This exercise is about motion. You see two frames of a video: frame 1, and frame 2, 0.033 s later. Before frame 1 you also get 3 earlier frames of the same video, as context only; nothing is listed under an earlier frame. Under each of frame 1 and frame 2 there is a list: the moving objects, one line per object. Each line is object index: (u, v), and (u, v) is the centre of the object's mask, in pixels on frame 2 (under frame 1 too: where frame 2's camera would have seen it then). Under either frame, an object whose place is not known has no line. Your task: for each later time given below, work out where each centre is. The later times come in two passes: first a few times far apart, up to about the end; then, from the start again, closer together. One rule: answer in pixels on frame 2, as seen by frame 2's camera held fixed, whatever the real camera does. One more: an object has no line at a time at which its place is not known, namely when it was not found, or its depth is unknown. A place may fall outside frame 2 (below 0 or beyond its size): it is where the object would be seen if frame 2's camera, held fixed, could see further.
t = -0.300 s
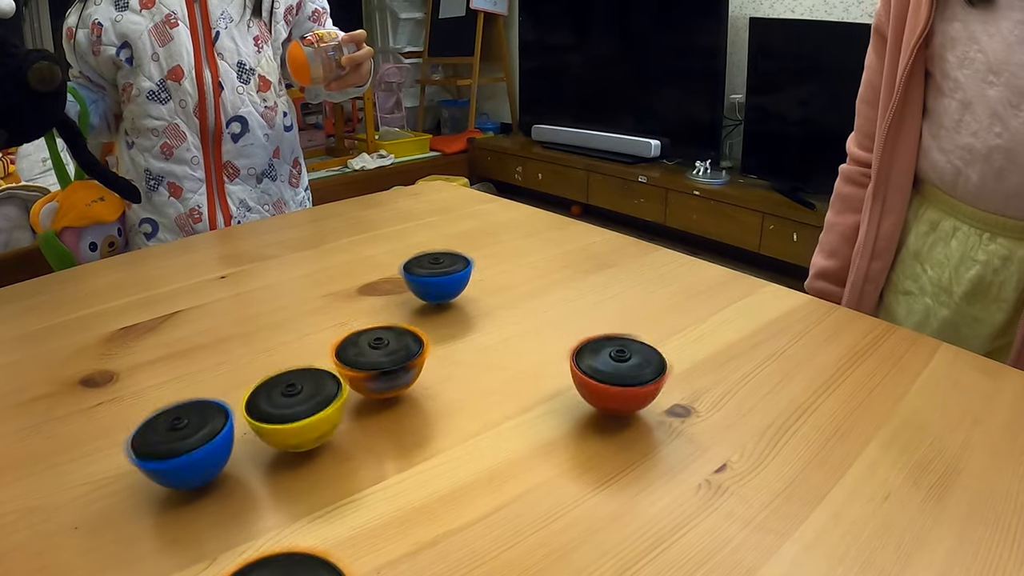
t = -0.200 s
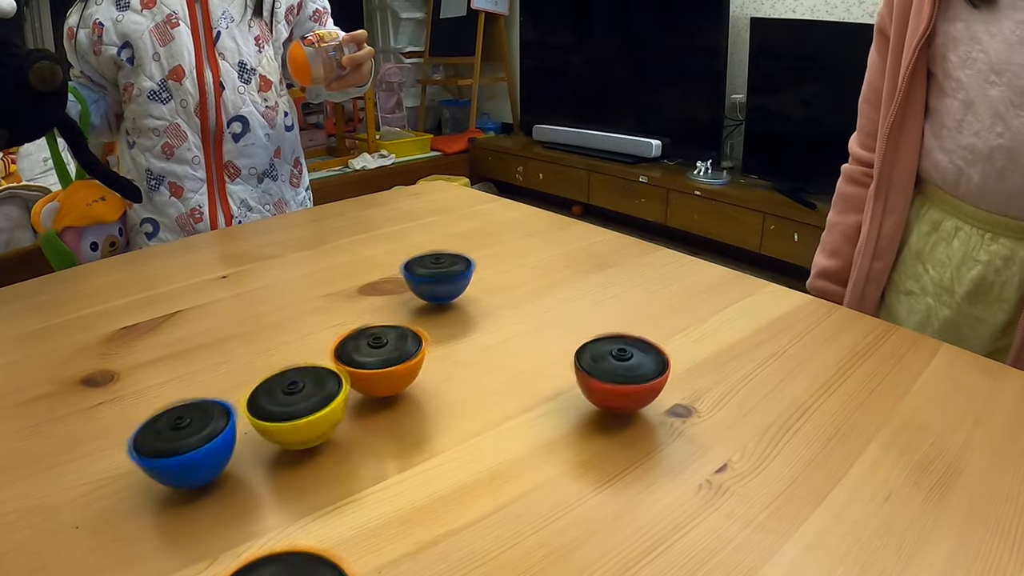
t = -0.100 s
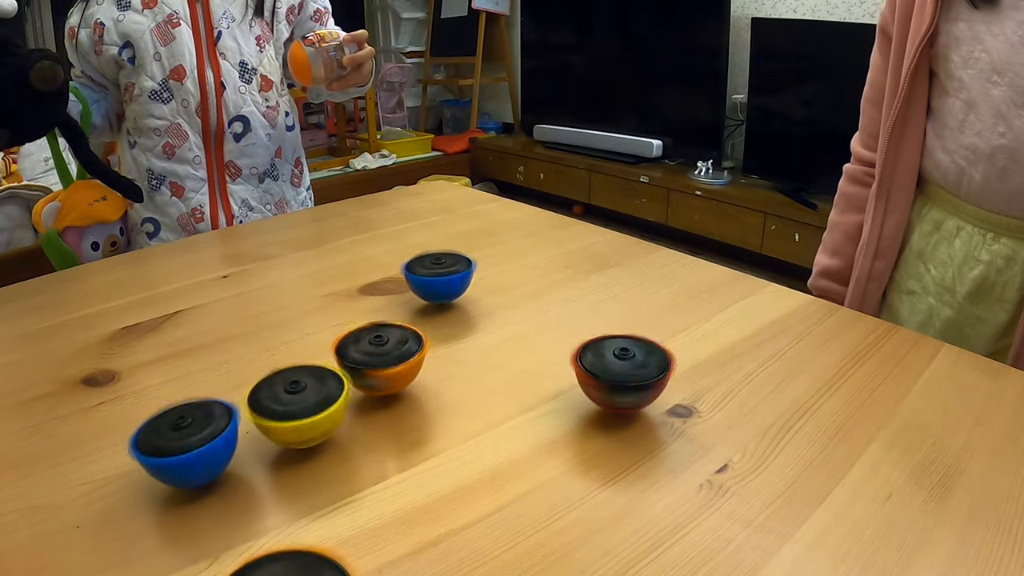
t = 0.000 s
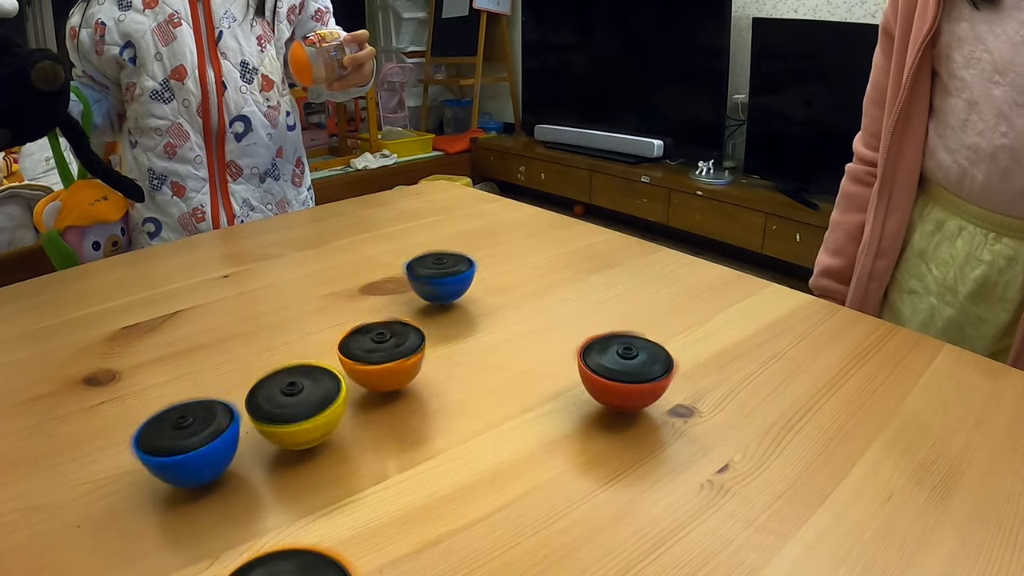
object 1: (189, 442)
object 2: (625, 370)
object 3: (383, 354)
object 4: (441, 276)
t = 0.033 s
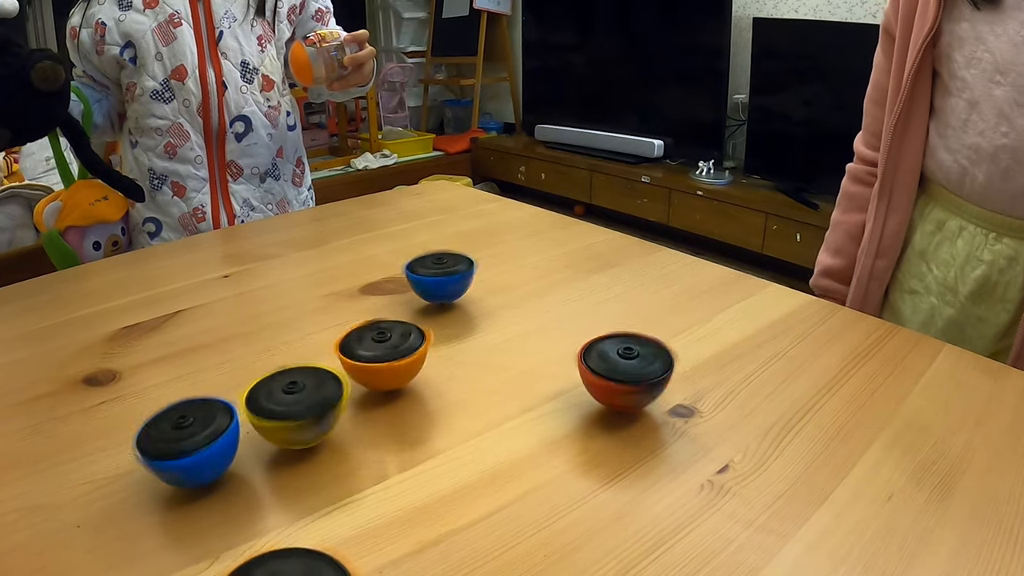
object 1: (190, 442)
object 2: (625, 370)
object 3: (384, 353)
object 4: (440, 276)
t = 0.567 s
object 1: (59, 523)
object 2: (636, 366)
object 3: (433, 308)
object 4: (443, 264)
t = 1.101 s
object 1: (53, 530)
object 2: (644, 365)
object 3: (473, 314)
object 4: (453, 231)
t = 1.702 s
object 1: (210, 420)
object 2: (656, 364)
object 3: (488, 319)
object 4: (465, 206)
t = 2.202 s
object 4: (468, 195)
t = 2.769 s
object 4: (466, 189)
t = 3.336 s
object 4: (462, 185)
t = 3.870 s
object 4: (456, 185)
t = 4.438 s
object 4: (447, 184)
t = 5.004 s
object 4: (439, 185)
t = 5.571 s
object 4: (430, 187)
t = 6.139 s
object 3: (543, 341)
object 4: (424, 191)
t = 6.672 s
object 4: (421, 193)
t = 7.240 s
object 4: (422, 196)
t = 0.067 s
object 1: (189, 442)
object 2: (626, 370)
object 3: (384, 352)
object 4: (441, 276)
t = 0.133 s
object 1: (172, 445)
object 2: (627, 369)
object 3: (385, 351)
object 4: (441, 276)
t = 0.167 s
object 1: (162, 449)
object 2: (627, 369)
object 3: (387, 350)
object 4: (440, 276)
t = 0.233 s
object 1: (146, 462)
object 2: (630, 368)
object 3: (391, 343)
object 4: (441, 277)
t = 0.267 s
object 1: (138, 470)
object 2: (630, 368)
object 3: (396, 338)
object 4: (441, 276)
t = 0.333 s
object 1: (121, 483)
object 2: (630, 368)
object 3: (406, 328)
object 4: (441, 275)
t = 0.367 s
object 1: (111, 488)
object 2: (631, 368)
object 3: (410, 323)
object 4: (443, 274)
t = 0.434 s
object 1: (93, 501)
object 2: (633, 367)
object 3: (418, 315)
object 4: (443, 271)
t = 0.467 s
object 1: (84, 506)
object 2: (633, 366)
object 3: (422, 311)
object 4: (443, 270)
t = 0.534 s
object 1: (67, 518)
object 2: (635, 366)
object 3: (429, 307)
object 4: (442, 265)
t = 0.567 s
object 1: (59, 523)
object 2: (636, 366)
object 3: (433, 308)
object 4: (443, 264)
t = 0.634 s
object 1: (45, 530)
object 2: (636, 365)
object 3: (439, 309)
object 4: (443, 261)
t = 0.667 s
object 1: (40, 534)
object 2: (637, 366)
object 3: (442, 309)
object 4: (444, 259)
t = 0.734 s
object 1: (31, 538)
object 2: (639, 365)
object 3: (448, 310)
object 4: (445, 254)
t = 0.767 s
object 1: (26, 540)
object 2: (638, 365)
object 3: (451, 311)
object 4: (446, 253)
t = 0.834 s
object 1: (17, 545)
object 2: (640, 365)
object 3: (457, 312)
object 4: (448, 247)
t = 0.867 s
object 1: (15, 548)
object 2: (641, 365)
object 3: (459, 313)
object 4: (448, 245)
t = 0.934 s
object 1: (15, 547)
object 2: (641, 364)
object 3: (464, 313)
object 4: (450, 240)
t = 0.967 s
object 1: (23, 544)
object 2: (642, 365)
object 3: (466, 314)
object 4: (451, 238)
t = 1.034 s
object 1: (36, 538)
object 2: (644, 364)
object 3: (470, 314)
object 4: (453, 235)
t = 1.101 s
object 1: (53, 530)
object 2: (644, 365)
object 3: (473, 314)
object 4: (453, 231)
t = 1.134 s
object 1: (66, 523)
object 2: (645, 365)
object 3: (474, 315)
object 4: (454, 229)
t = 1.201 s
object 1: (92, 508)
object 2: (646, 364)
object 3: (477, 315)
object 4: (456, 225)
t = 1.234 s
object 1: (104, 500)
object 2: (646, 364)
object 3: (478, 316)
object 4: (455, 223)
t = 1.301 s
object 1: (126, 487)
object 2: (649, 364)
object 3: (481, 316)
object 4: (457, 220)
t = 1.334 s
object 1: (139, 480)
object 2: (650, 364)
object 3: (481, 316)
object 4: (458, 218)
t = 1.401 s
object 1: (160, 468)
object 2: (649, 364)
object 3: (482, 317)
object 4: (459, 216)
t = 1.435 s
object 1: (168, 462)
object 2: (650, 365)
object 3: (484, 317)
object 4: (461, 214)
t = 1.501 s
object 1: (181, 450)
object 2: (653, 364)
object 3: (484, 317)
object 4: (461, 212)
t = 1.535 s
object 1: (187, 444)
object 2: (652, 364)
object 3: (485, 317)
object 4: (462, 211)
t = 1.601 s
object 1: (199, 435)
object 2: (655, 364)
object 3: (486, 318)
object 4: (463, 209)
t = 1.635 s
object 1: (203, 429)
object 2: (656, 364)
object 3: (486, 318)
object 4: (463, 208)
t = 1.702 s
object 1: (210, 420)
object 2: (656, 364)
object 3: (488, 319)
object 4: (465, 206)
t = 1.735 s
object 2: (657, 365)
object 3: (488, 319)
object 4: (465, 205)
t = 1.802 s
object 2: (660, 364)
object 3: (489, 319)
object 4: (466, 203)
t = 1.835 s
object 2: (659, 364)
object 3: (489, 319)
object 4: (467, 202)
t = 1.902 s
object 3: (490, 320)
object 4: (467, 200)
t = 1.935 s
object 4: (467, 200)
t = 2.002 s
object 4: (468, 198)
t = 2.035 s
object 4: (468, 198)
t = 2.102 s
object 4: (467, 197)
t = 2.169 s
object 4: (467, 196)
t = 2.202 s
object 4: (468, 195)
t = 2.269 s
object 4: (467, 194)
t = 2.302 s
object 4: (467, 194)
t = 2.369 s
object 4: (467, 193)
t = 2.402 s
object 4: (467, 192)
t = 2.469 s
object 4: (467, 191)
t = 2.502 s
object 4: (467, 191)
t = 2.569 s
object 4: (467, 191)
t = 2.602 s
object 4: (467, 190)
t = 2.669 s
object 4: (466, 189)
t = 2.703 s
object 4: (466, 189)
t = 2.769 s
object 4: (466, 189)
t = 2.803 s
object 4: (465, 188)
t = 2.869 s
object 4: (465, 188)
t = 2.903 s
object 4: (465, 188)
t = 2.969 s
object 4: (465, 187)
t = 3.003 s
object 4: (465, 187)
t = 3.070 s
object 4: (465, 187)
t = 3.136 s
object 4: (464, 187)
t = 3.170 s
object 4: (464, 186)
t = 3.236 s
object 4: (463, 186)
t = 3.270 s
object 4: (463, 186)
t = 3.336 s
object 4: (462, 185)
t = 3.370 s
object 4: (462, 185)
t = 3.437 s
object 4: (461, 185)
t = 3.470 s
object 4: (461, 185)
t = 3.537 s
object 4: (460, 185)
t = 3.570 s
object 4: (460, 185)
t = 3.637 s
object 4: (459, 185)
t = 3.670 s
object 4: (458, 185)
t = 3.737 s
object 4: (457, 185)
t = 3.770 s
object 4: (457, 185)
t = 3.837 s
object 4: (456, 185)
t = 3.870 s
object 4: (456, 185)
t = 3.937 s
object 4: (455, 185)
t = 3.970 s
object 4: (454, 184)
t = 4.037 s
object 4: (454, 185)
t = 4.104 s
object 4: (453, 184)
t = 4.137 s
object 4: (452, 184)
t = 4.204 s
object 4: (451, 184)
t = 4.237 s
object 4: (451, 184)
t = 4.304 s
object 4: (449, 184)
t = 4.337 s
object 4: (449, 184)
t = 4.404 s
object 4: (448, 184)
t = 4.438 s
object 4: (447, 184)
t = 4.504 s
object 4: (446, 184)
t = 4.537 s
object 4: (445, 185)
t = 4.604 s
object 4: (445, 184)
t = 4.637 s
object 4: (444, 185)
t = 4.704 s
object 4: (443, 185)
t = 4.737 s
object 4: (443, 185)
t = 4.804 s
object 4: (442, 185)
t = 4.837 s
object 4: (442, 185)
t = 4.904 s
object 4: (441, 186)
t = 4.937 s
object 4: (440, 185)
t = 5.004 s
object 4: (439, 185)
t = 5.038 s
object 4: (438, 185)
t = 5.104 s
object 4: (437, 186)
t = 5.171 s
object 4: (436, 186)
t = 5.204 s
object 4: (436, 186)
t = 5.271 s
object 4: (435, 186)
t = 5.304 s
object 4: (434, 186)
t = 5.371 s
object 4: (433, 186)
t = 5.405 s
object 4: (433, 187)
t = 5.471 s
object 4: (432, 187)
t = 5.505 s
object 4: (431, 187)
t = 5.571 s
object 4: (430, 187)
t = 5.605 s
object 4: (430, 187)
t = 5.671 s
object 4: (429, 188)
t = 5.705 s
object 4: (429, 188)
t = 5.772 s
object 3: (537, 341)
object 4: (428, 188)
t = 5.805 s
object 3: (537, 341)
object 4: (427, 188)
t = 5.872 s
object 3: (538, 341)
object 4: (427, 189)
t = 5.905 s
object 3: (539, 341)
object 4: (426, 189)
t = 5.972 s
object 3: (540, 341)
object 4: (426, 189)
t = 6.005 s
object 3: (541, 340)
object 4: (425, 189)
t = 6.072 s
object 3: (542, 341)
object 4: (424, 189)
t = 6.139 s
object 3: (543, 341)
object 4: (424, 191)
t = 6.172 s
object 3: (544, 341)
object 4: (424, 190)
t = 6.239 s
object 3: (546, 341)
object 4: (423, 191)
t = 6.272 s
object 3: (546, 341)
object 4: (423, 191)
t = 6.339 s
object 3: (547, 341)
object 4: (423, 191)
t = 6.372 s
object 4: (423, 192)
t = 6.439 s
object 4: (422, 192)
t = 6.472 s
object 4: (422, 192)
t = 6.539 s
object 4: (422, 192)
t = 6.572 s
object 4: (421, 193)
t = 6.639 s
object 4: (421, 193)
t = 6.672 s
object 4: (421, 193)
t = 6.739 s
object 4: (421, 193)
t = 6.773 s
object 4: (422, 194)
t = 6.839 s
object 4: (421, 194)
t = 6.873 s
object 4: (421, 194)
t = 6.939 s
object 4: (422, 195)
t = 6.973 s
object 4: (421, 195)
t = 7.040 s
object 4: (421, 195)
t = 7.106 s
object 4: (422, 195)
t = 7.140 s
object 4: (422, 195)
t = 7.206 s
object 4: (422, 196)
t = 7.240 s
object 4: (422, 196)
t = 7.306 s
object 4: (422, 196)
